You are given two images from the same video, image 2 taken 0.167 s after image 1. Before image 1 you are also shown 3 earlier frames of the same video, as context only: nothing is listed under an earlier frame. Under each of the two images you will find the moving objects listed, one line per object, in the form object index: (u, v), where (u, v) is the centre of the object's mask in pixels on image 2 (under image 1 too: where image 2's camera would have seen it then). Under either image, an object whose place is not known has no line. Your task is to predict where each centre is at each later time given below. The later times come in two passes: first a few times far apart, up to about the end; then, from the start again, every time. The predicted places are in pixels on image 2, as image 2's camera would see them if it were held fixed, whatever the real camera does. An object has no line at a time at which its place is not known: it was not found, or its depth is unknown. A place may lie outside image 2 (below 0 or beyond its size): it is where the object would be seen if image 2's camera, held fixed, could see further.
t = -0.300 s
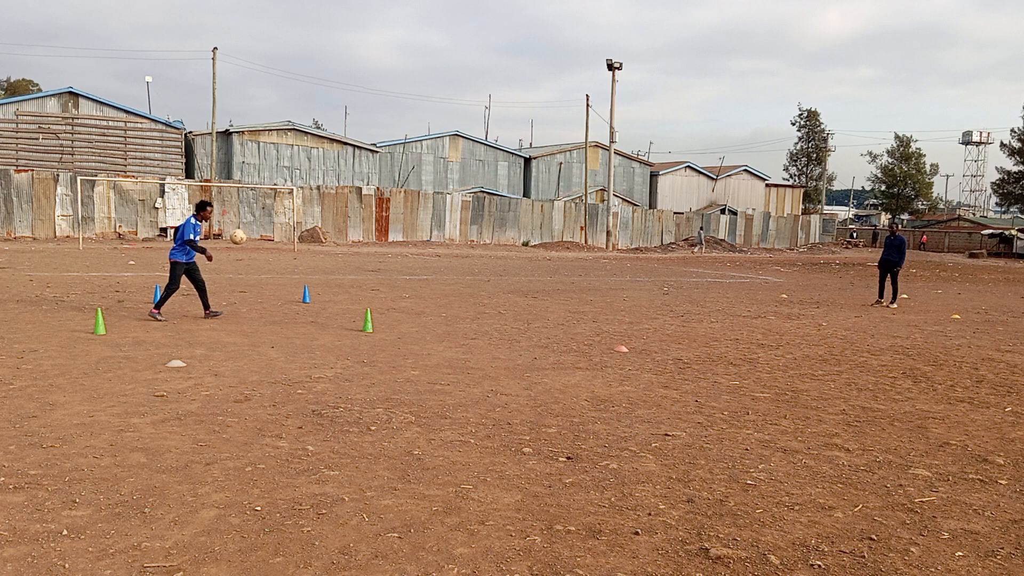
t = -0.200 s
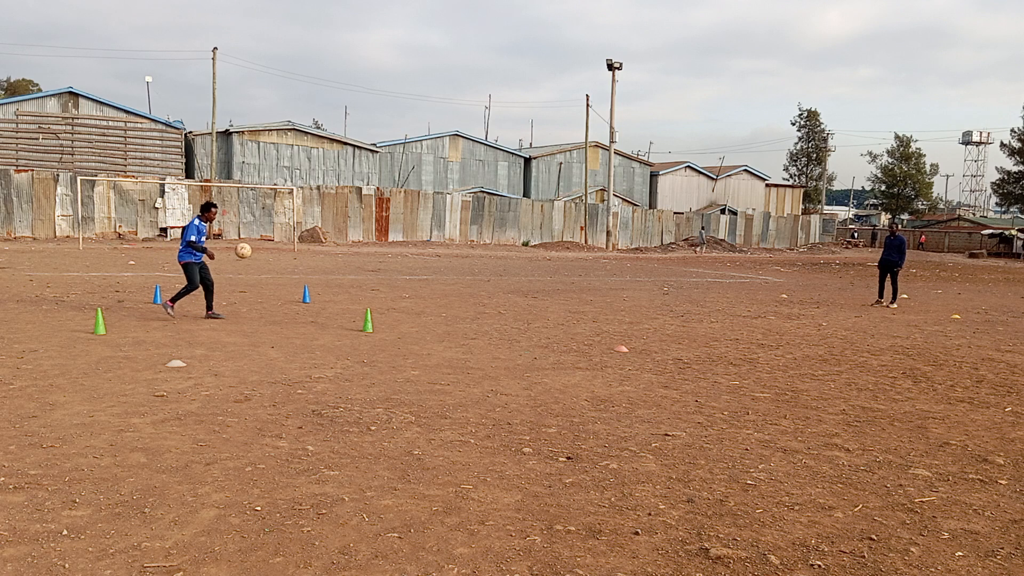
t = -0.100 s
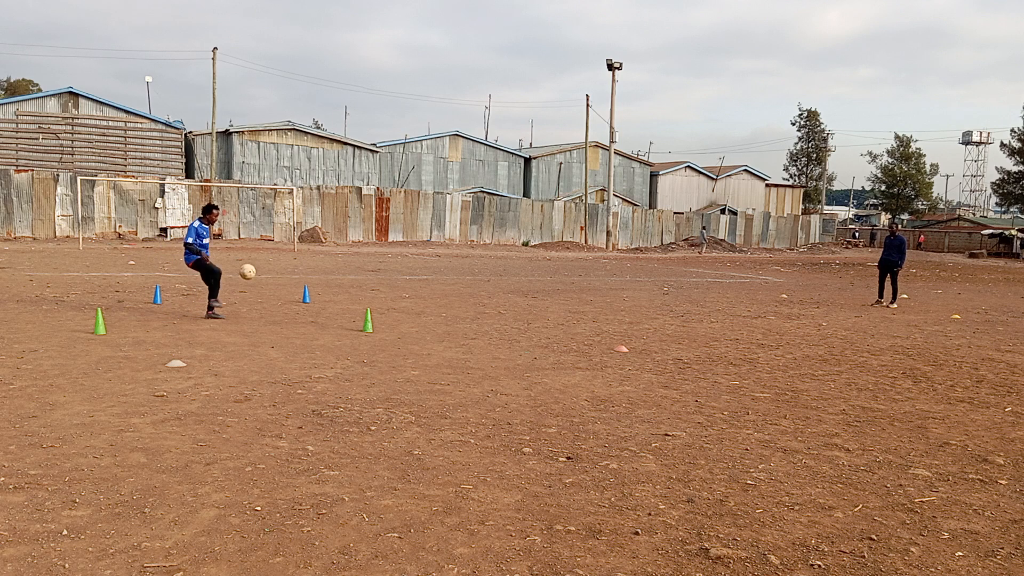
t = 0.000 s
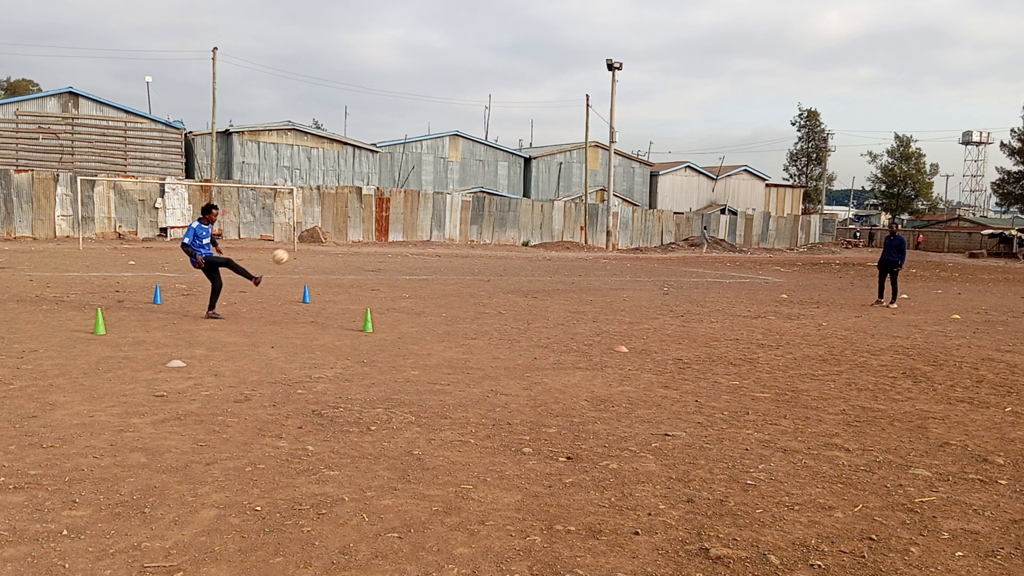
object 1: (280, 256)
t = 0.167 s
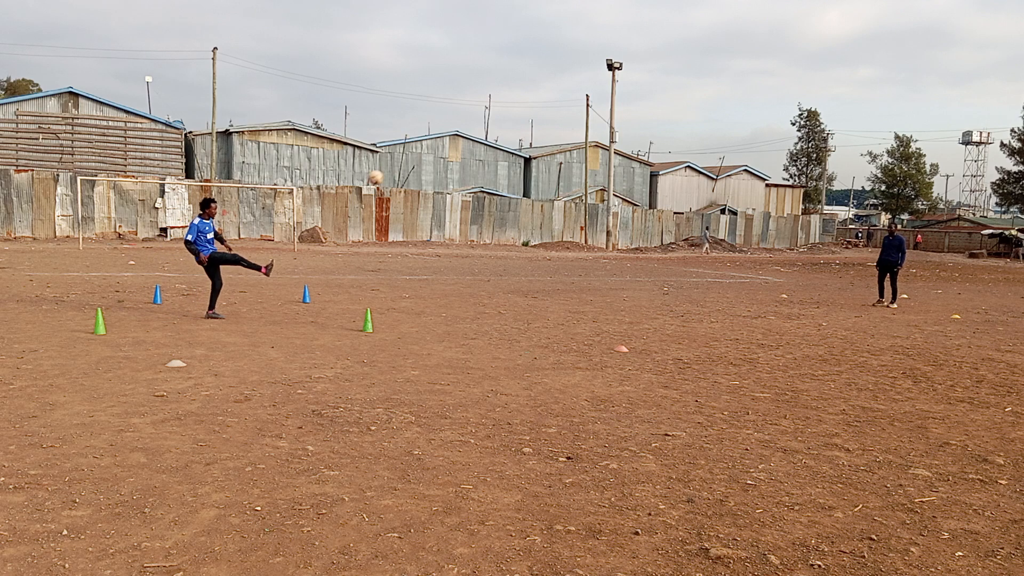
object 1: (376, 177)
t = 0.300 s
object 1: (446, 132)
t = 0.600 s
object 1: (583, 80)
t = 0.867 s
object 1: (686, 84)
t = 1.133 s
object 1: (775, 126)
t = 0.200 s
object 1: (394, 165)
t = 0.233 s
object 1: (411, 153)
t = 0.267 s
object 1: (429, 142)
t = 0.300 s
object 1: (446, 132)
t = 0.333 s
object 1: (462, 123)
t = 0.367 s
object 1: (478, 115)
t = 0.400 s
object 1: (494, 108)
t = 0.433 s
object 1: (509, 101)
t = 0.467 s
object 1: (525, 95)
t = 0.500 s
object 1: (540, 90)
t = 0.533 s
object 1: (554, 86)
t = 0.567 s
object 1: (569, 83)
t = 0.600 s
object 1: (583, 80)
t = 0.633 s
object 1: (597, 78)
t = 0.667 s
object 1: (610, 76)
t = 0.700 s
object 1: (624, 77)
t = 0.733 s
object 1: (637, 77)
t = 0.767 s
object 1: (650, 77)
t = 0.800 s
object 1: (662, 79)
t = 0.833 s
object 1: (674, 81)
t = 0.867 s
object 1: (686, 84)
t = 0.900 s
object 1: (698, 87)
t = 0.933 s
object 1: (710, 91)
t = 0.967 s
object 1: (721, 96)
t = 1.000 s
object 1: (732, 101)
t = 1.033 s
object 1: (743, 106)
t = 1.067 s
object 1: (754, 112)
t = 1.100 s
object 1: (764, 119)
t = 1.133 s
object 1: (775, 126)
